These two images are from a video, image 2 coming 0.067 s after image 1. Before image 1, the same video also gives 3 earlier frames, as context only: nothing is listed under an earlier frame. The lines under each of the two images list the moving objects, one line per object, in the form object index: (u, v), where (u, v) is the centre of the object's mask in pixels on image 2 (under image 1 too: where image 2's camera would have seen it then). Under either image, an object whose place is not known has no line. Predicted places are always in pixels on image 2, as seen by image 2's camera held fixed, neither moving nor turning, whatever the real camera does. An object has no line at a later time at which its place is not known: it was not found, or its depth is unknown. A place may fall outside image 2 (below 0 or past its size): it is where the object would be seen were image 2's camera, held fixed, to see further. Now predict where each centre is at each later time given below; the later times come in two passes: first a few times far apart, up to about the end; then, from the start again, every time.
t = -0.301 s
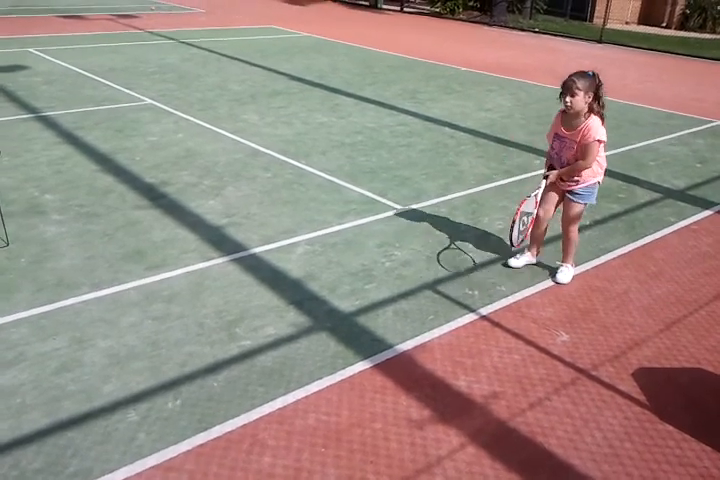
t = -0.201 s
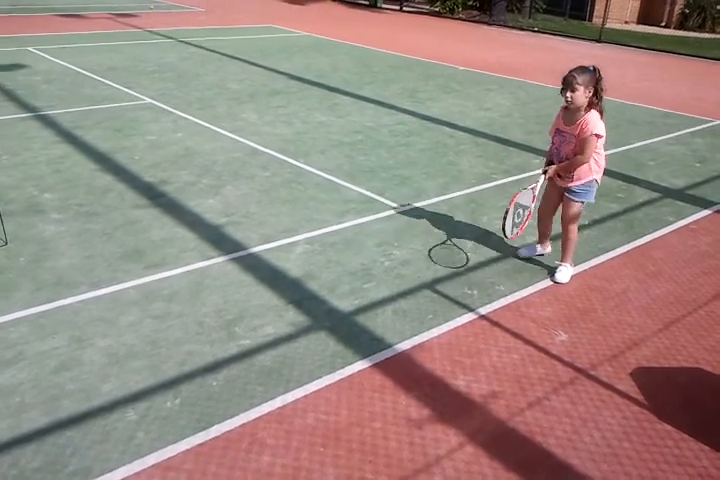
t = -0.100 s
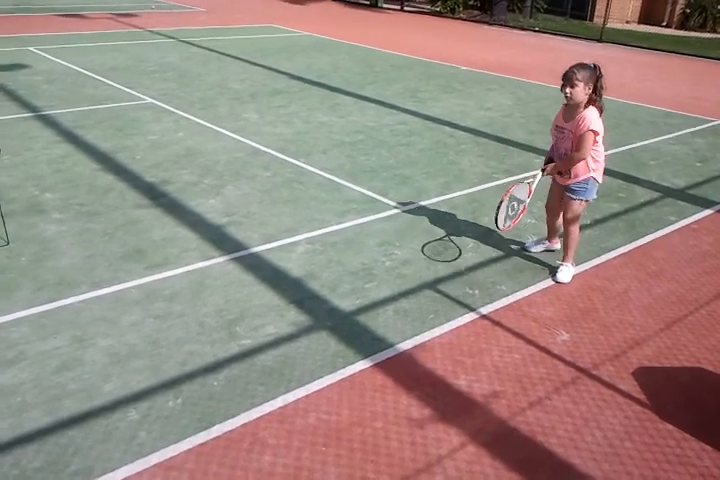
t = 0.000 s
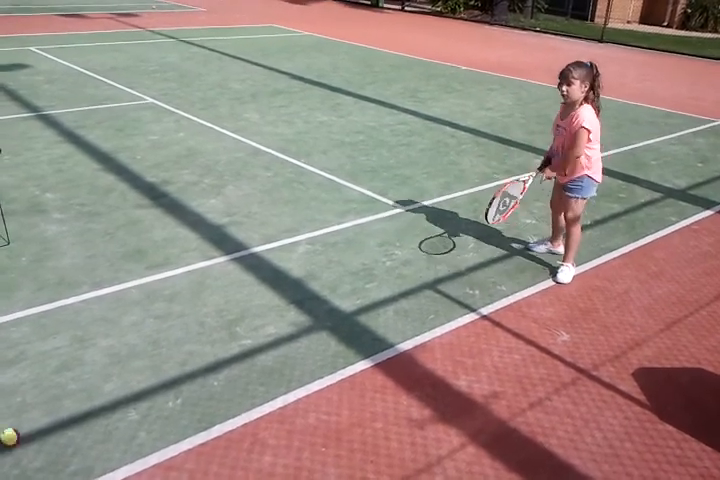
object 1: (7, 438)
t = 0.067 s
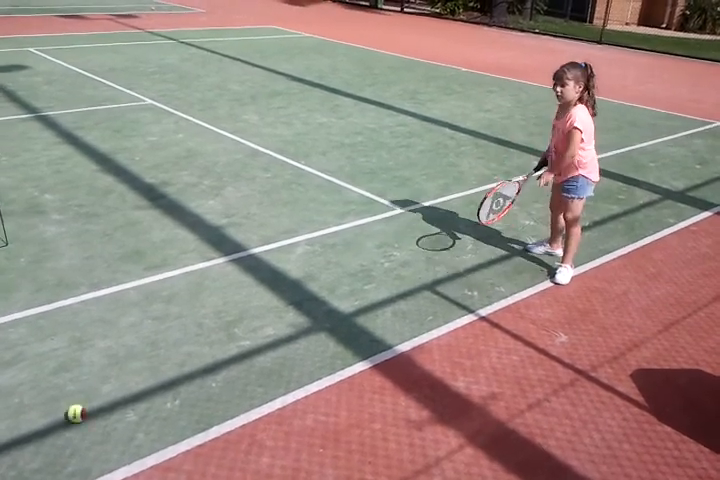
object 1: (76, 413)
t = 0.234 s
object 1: (156, 358)
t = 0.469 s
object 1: (241, 316)
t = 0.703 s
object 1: (302, 284)
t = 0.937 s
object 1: (349, 260)
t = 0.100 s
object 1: (95, 398)
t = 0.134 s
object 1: (111, 384)
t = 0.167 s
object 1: (127, 373)
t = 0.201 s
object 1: (142, 364)
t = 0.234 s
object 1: (156, 358)
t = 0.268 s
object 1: (170, 354)
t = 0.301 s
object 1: (184, 352)
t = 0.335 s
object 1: (196, 341)
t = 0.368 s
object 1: (208, 332)
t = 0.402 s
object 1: (219, 324)
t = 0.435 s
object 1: (231, 320)
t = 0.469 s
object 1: (241, 316)
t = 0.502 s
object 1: (251, 315)
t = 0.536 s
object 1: (261, 309)
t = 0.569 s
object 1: (270, 301)
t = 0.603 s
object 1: (278, 296)
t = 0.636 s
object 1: (286, 293)
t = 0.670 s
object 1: (295, 291)
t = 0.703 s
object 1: (302, 284)
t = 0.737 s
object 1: (310, 278)
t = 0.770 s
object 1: (316, 275)
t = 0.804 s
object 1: (323, 274)
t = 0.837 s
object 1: (330, 271)
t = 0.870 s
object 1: (336, 266)
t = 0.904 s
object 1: (343, 262)
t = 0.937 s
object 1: (349, 260)
